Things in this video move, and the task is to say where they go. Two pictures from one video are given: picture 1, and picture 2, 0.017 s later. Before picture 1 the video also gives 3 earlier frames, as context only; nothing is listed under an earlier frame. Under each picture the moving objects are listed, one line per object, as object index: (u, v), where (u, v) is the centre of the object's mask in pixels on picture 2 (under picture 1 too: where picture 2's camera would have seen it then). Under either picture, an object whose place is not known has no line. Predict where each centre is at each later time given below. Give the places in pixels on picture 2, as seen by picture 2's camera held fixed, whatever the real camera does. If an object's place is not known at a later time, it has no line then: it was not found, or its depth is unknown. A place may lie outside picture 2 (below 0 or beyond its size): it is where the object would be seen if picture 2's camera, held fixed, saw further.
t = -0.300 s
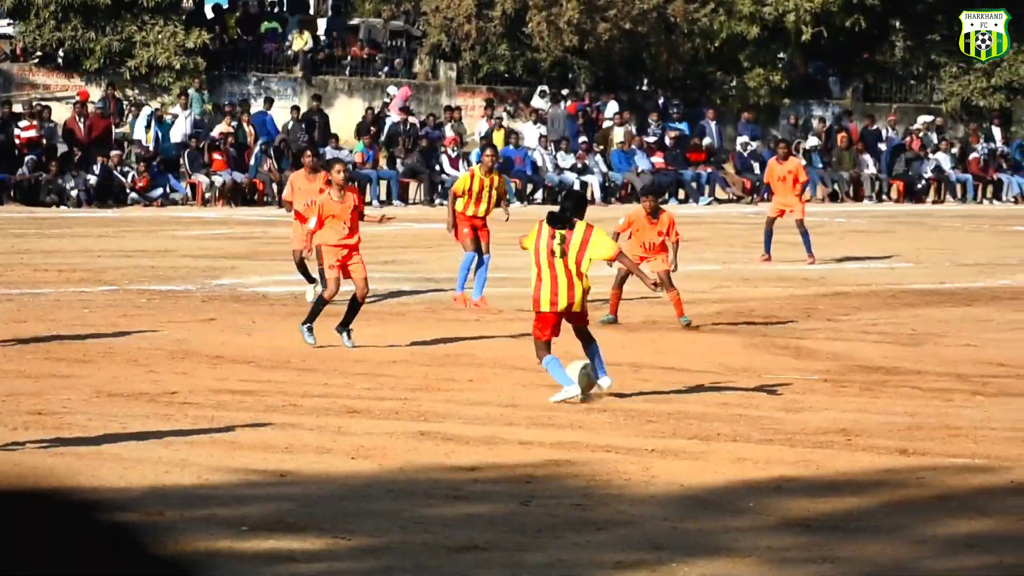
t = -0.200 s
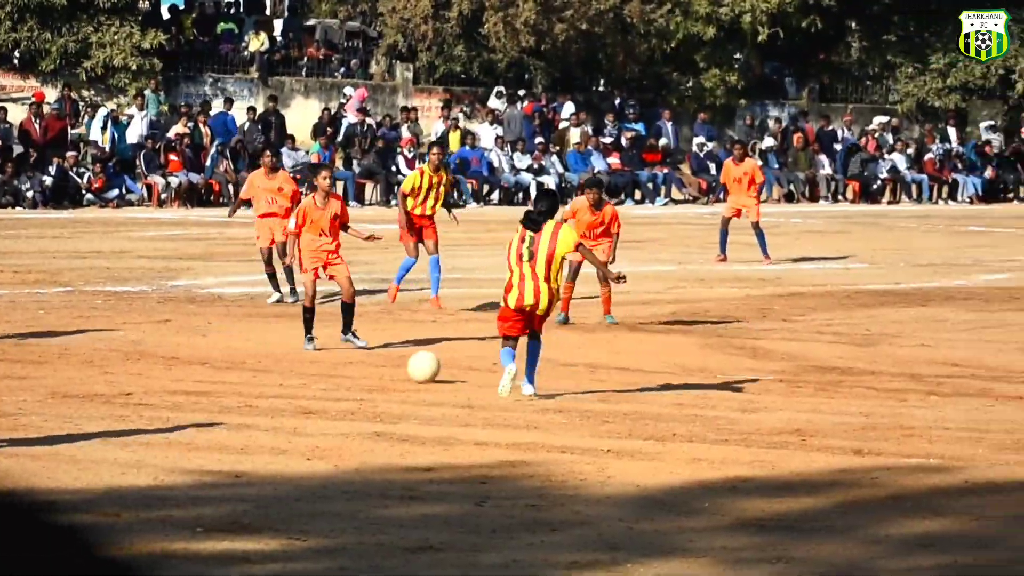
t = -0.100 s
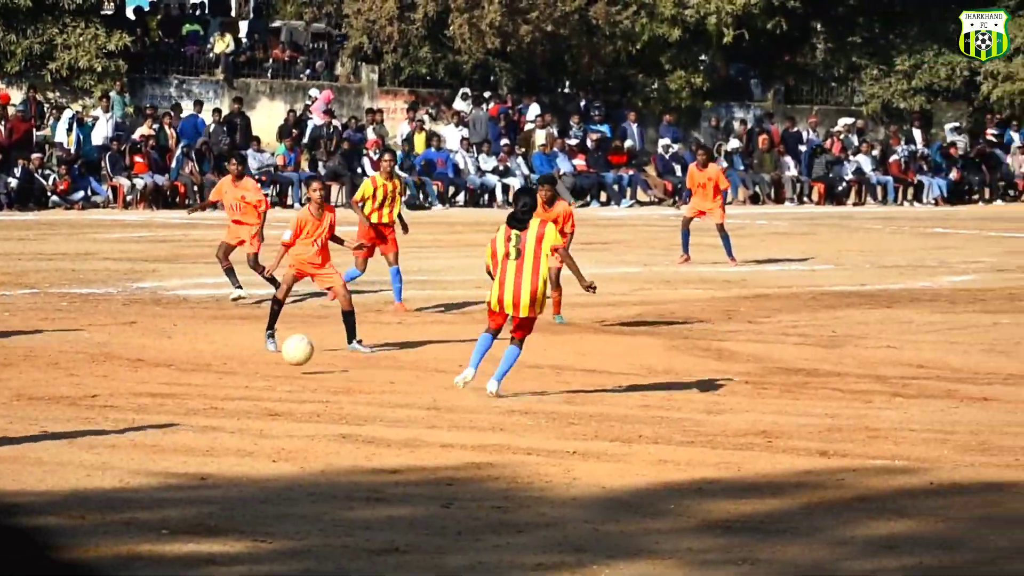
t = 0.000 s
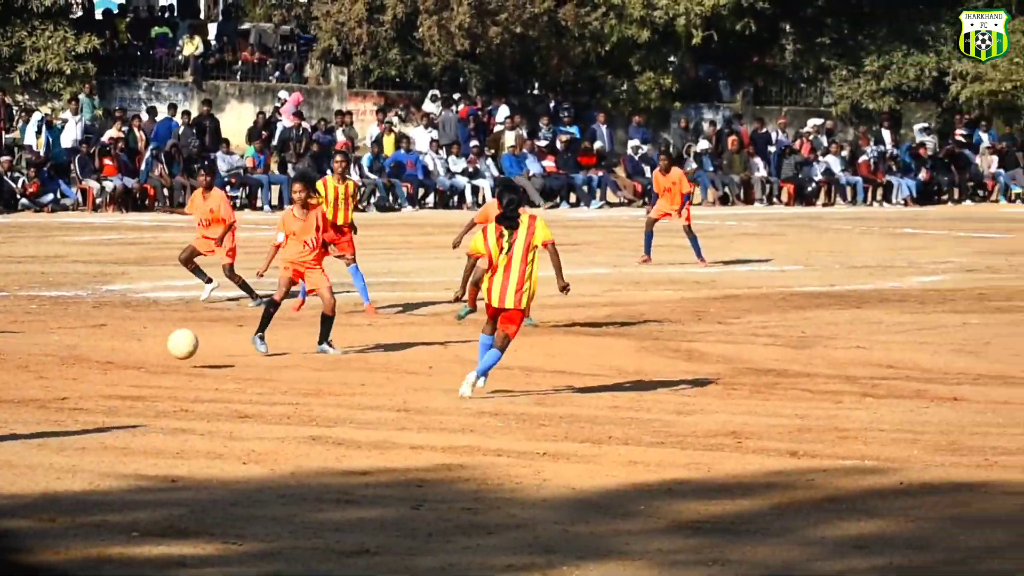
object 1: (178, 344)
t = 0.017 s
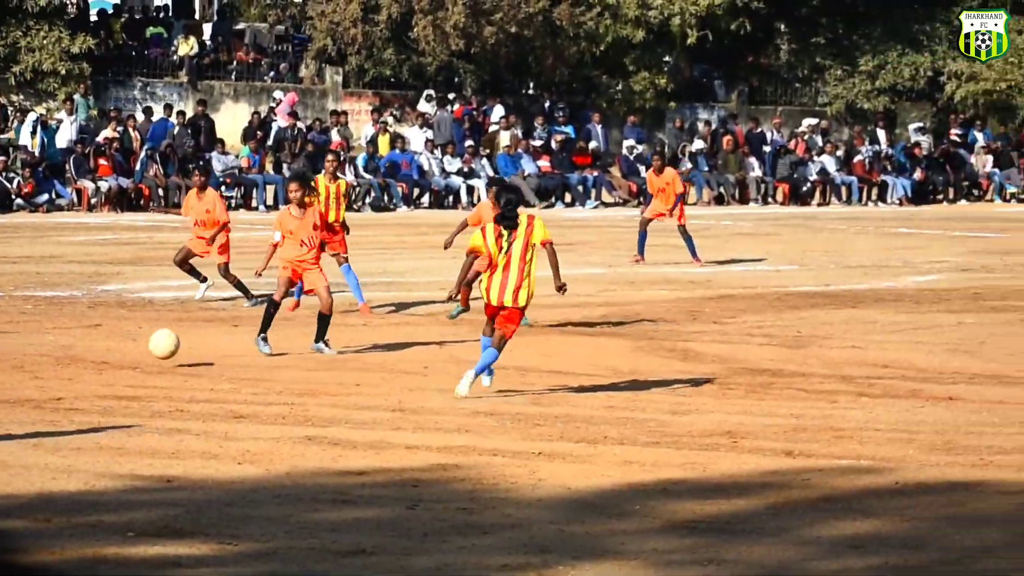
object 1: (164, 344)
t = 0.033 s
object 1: (150, 344)
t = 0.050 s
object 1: (136, 345)
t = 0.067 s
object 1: (123, 345)
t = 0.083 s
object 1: (111, 345)
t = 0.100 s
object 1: (101, 341)
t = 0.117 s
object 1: (91, 337)
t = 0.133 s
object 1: (83, 335)
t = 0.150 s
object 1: (74, 332)
